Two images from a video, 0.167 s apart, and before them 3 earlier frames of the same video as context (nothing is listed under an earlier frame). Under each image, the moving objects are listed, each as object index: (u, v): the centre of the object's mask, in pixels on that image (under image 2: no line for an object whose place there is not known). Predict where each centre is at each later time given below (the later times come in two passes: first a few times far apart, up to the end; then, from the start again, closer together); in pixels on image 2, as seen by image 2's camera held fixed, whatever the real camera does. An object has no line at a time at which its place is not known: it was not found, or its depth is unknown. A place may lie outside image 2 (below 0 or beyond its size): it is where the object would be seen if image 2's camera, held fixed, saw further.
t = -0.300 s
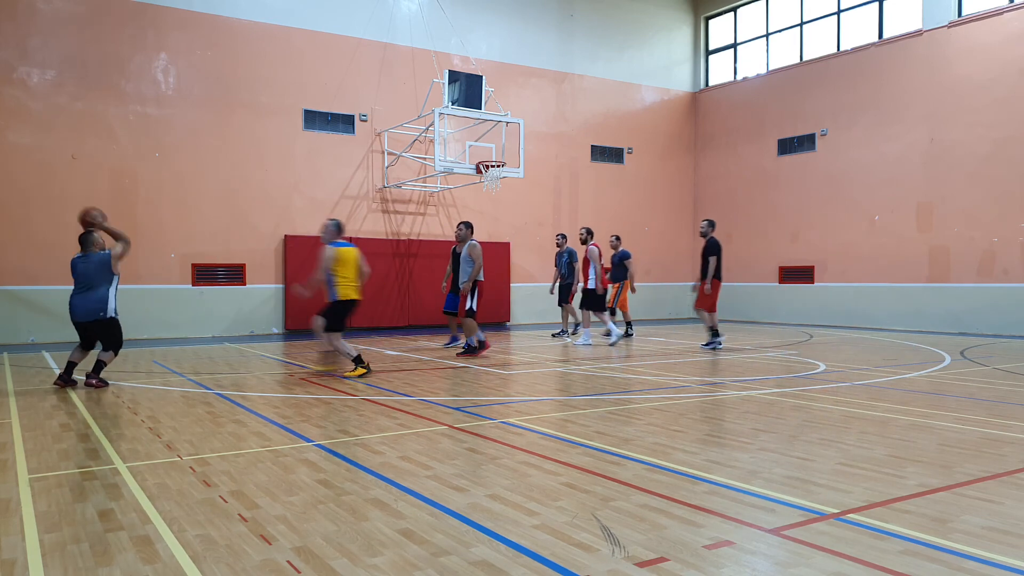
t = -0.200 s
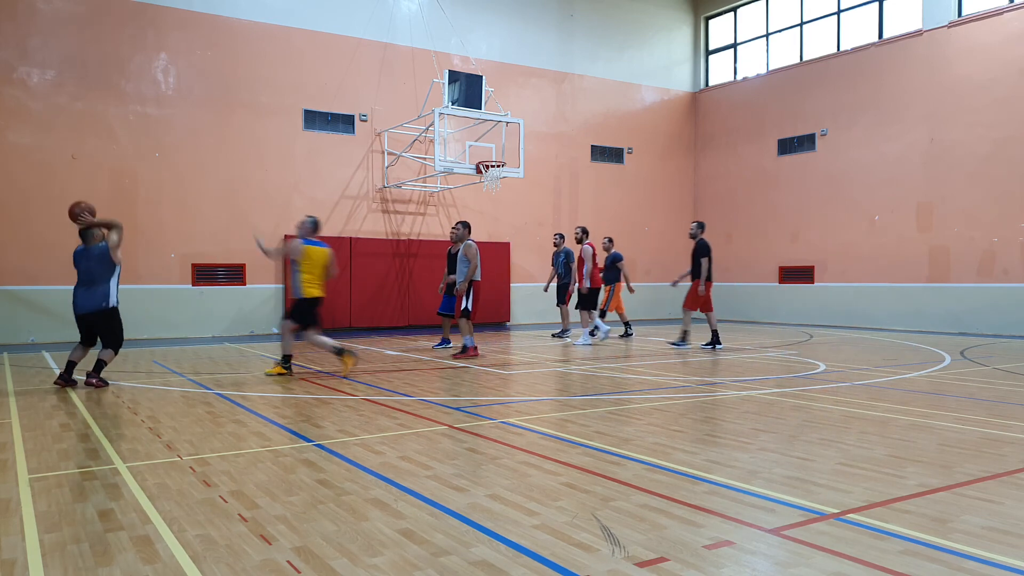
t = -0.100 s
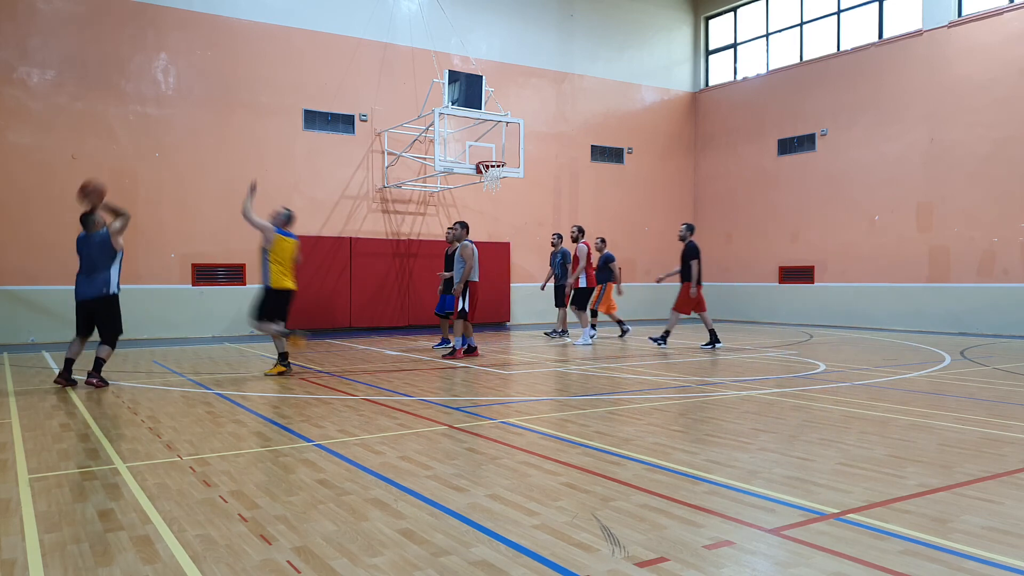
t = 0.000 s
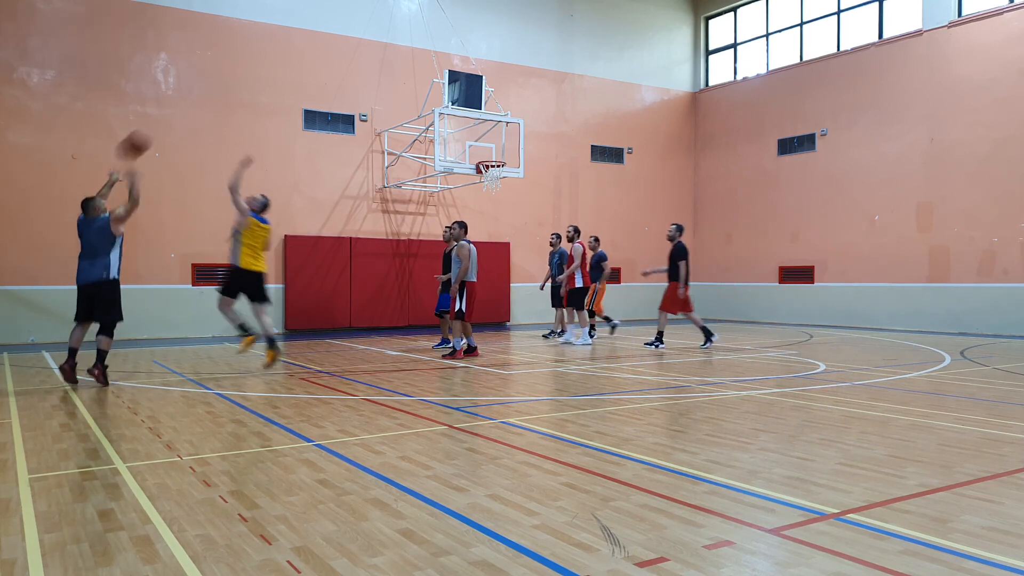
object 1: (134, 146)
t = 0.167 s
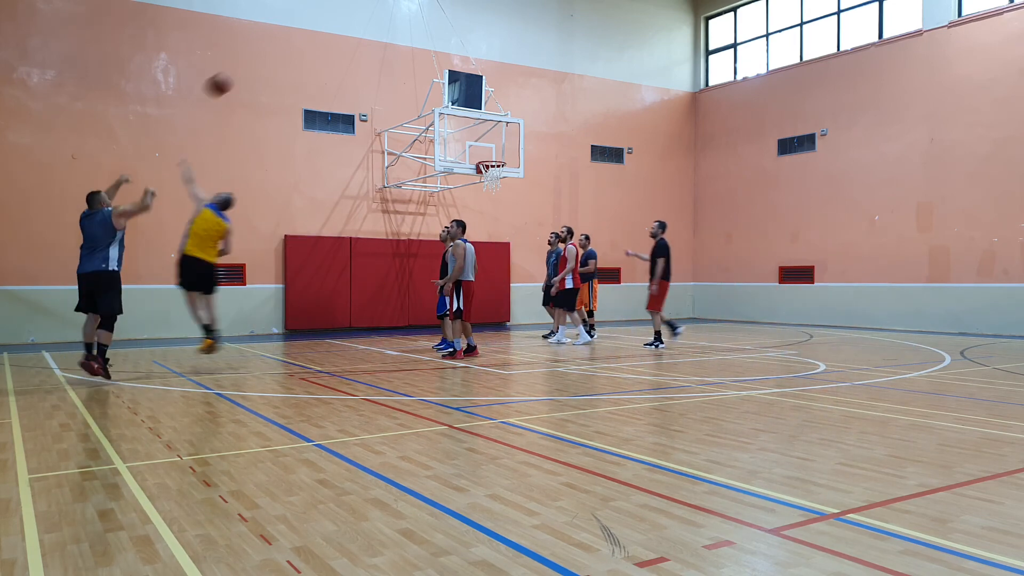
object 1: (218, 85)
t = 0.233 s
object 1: (248, 69)
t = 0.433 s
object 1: (324, 50)
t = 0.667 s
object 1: (395, 64)
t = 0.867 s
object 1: (445, 99)
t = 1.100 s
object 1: (494, 161)
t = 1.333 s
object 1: (490, 218)
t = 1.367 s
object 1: (488, 227)
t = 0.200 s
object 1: (233, 77)
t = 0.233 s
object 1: (248, 69)
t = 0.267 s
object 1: (261, 64)
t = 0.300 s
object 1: (274, 59)
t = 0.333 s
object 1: (287, 55)
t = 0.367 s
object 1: (300, 53)
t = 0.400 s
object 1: (312, 51)
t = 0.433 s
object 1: (324, 50)
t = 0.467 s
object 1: (334, 49)
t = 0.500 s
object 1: (345, 50)
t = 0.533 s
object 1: (356, 51)
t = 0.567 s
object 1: (366, 53)
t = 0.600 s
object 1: (376, 56)
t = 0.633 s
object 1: (386, 60)
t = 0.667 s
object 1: (395, 64)
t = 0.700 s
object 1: (404, 68)
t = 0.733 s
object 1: (413, 74)
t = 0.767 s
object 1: (421, 79)
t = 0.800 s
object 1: (430, 86)
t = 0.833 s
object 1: (437, 92)
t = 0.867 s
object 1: (445, 99)
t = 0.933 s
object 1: (461, 117)
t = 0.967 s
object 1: (467, 125)
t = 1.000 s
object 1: (475, 134)
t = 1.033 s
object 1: (482, 143)
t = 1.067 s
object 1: (488, 153)
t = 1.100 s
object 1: (494, 161)
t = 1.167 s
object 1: (498, 181)
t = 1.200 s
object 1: (495, 186)
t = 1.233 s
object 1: (494, 192)
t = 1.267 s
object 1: (492, 200)
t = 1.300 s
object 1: (491, 209)
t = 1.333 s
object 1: (490, 218)
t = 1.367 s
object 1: (488, 227)
